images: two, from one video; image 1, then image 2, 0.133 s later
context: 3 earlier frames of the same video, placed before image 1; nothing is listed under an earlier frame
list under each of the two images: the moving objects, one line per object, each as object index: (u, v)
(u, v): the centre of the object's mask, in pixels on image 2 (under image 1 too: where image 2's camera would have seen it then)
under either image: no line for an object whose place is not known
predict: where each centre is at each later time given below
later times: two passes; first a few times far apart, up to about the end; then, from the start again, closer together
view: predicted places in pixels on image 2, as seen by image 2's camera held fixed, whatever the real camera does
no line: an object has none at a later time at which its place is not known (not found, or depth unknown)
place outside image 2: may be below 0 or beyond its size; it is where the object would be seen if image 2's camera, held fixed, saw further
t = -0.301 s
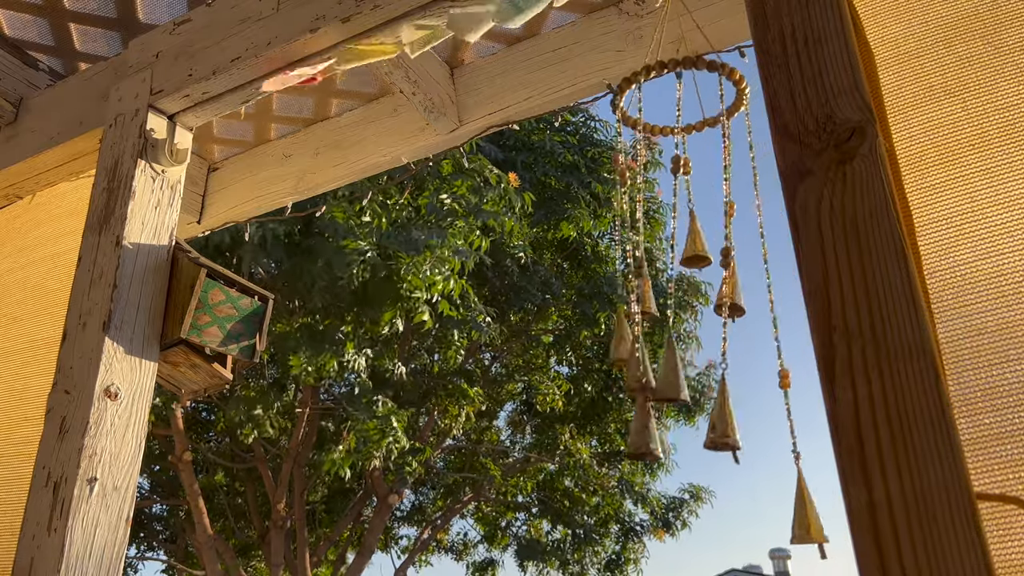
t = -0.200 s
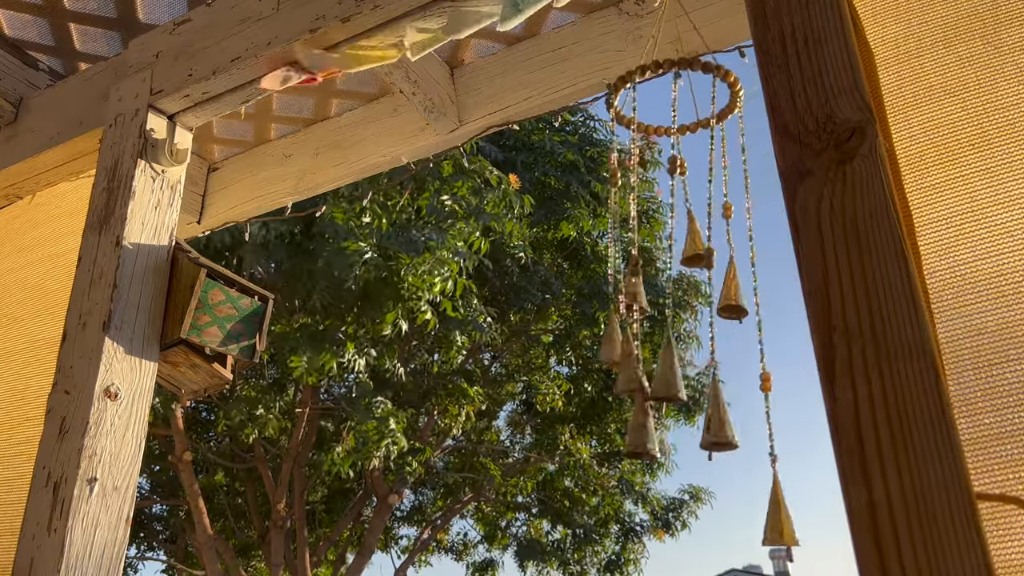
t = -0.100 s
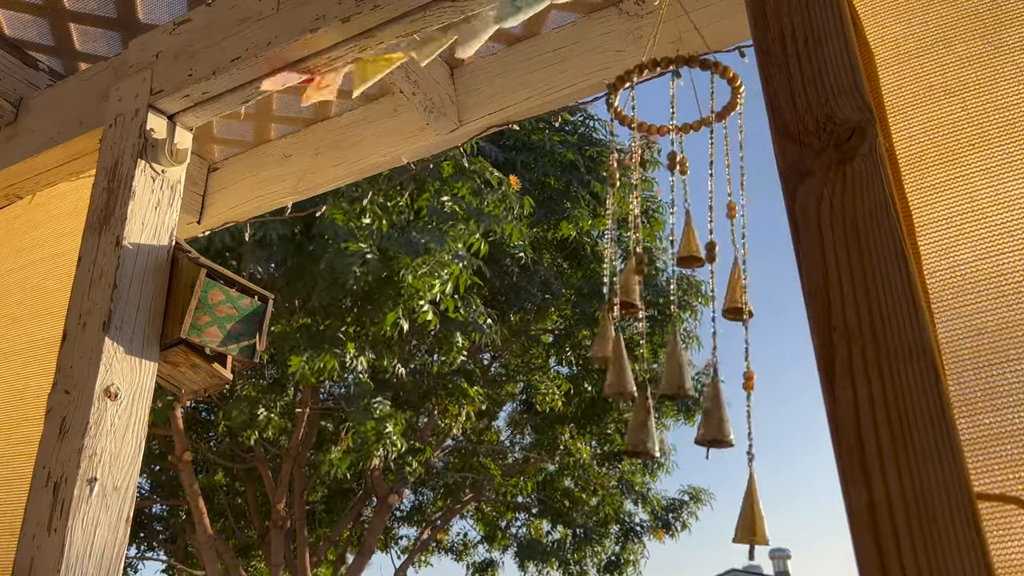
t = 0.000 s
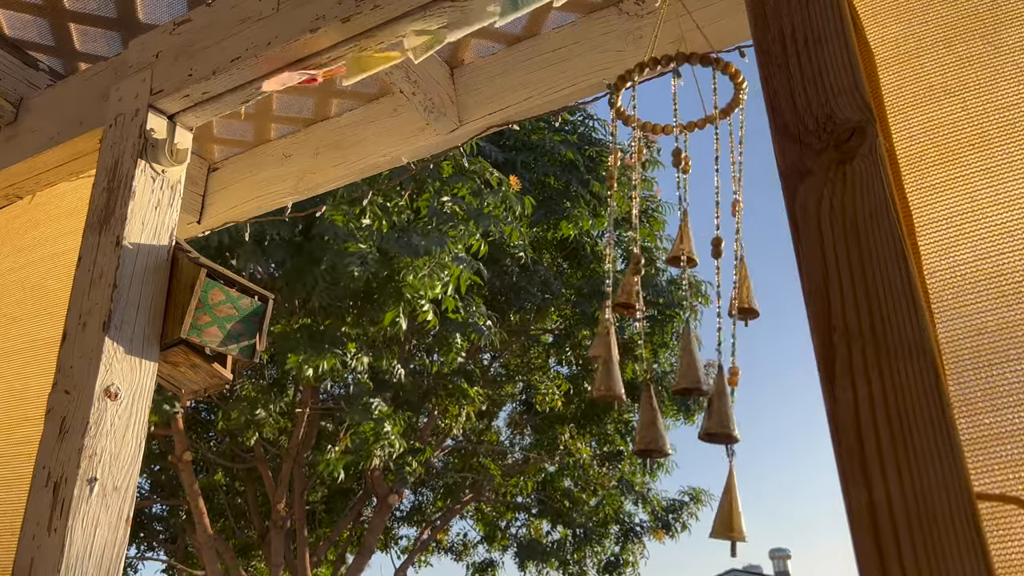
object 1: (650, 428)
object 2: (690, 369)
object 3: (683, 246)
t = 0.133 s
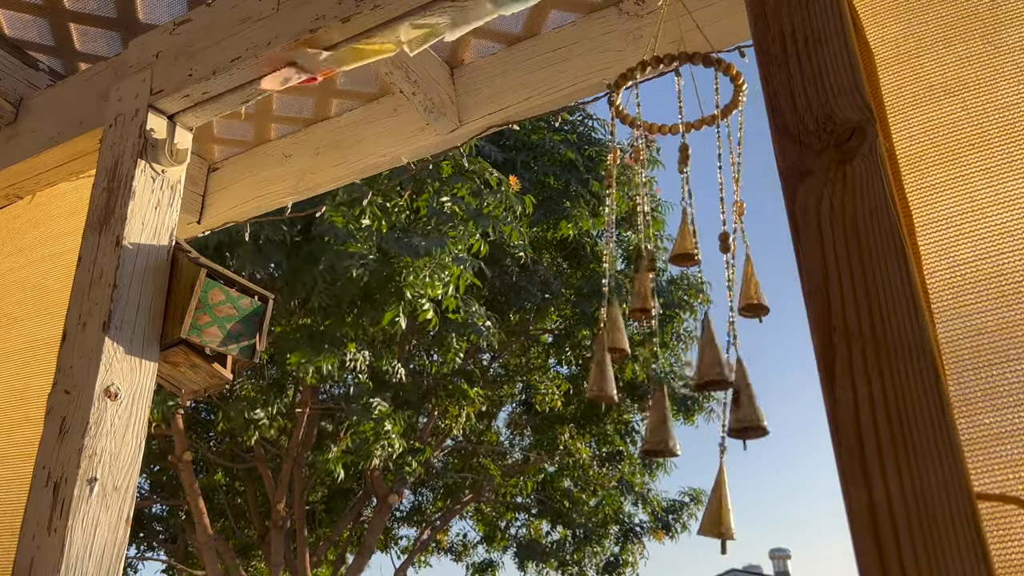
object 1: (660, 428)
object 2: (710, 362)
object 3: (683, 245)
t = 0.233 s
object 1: (669, 425)
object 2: (728, 358)
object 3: (690, 244)
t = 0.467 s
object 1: (684, 425)
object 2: (758, 356)
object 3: (704, 244)
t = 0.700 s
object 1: (689, 425)
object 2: (739, 367)
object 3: (715, 243)
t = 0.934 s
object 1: (685, 429)
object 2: (710, 371)
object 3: (696, 248)
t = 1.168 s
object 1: (672, 424)
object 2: (720, 371)
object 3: (695, 245)
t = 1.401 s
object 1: (674, 432)
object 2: (737, 364)
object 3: (705, 243)
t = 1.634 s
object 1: (676, 430)
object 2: (731, 362)
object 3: (704, 242)
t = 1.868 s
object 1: (684, 424)
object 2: (716, 363)
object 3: (719, 240)
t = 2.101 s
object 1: (690, 426)
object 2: (713, 365)
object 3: (735, 239)
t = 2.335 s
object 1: (692, 433)
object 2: (731, 365)
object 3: (742, 234)
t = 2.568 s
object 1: (682, 438)
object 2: (737, 367)
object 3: (728, 239)
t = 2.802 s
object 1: (657, 439)
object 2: (706, 370)
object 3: (721, 241)
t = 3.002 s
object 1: (645, 434)
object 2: (679, 369)
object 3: (726, 243)
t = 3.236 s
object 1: (655, 429)
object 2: (681, 365)
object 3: (733, 233)
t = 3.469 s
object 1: (687, 426)
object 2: (723, 358)
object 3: (736, 234)
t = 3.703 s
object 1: (706, 434)
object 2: (754, 358)
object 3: (751, 234)
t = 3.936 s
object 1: (703, 439)
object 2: (740, 369)
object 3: (746, 235)
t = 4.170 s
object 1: (680, 440)
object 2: (702, 374)
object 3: (729, 238)
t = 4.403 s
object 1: (662, 431)
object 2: (693, 369)
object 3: (727, 236)
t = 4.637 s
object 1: (665, 424)
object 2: (717, 357)
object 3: (730, 237)
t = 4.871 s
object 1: (691, 431)
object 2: (744, 358)
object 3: (738, 236)
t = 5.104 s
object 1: (714, 441)
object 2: (741, 371)
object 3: (743, 239)
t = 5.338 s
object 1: (711, 445)
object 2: (723, 380)
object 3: (747, 236)
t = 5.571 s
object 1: (681, 442)
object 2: (710, 375)
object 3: (749, 239)
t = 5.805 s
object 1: (647, 438)
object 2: (694, 366)
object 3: (744, 235)
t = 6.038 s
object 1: (648, 434)
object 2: (686, 360)
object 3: (757, 230)
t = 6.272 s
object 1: (681, 440)
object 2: (692, 370)
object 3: (764, 222)
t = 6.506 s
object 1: (707, 443)
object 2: (705, 374)
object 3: (772, 222)
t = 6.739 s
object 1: (695, 446)
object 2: (704, 370)
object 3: (769, 225)
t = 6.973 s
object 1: (662, 443)
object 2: (693, 372)
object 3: (762, 228)
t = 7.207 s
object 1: (645, 436)
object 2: (678, 368)
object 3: (750, 227)
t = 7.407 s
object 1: (654, 433)
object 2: (676, 363)
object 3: (751, 227)
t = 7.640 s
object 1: (682, 426)
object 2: (693, 357)
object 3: (759, 223)
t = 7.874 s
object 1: (696, 429)
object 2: (710, 354)
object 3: (763, 224)
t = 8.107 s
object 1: (683, 436)
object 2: (707, 358)
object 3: (762, 226)
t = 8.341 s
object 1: (665, 441)
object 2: (690, 368)
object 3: (758, 228)
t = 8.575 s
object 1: (661, 441)
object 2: (677, 373)
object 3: (760, 225)
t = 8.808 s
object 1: (673, 442)
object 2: (685, 371)
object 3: (762, 224)
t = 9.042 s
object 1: (690, 436)
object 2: (708, 361)
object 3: (763, 226)
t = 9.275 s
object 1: (692, 435)
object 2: (720, 362)
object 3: (760, 227)
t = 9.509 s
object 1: (681, 437)
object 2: (709, 367)
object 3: (755, 229)
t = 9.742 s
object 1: (673, 437)
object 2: (698, 371)
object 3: (749, 233)
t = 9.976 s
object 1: (677, 435)
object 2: (707, 368)
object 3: (738, 243)
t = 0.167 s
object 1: (663, 428)
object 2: (717, 360)
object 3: (686, 245)
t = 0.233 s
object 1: (669, 425)
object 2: (728, 358)
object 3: (690, 244)
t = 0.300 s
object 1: (677, 427)
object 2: (739, 355)
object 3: (693, 244)
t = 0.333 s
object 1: (678, 426)
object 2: (745, 354)
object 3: (694, 244)
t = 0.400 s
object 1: (680, 425)
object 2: (753, 354)
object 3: (698, 244)
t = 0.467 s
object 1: (684, 425)
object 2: (758, 356)
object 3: (704, 244)
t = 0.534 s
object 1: (687, 424)
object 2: (758, 358)
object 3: (711, 243)
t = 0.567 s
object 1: (687, 424)
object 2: (757, 360)
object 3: (714, 243)
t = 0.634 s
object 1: (688, 424)
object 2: (750, 363)
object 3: (715, 241)
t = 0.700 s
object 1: (689, 425)
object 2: (739, 367)
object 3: (715, 243)
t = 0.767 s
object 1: (691, 426)
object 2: (726, 368)
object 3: (709, 244)
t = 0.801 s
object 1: (691, 426)
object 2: (719, 369)
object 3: (705, 244)
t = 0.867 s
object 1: (689, 428)
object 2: (711, 370)
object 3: (699, 244)
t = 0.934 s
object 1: (685, 429)
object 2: (710, 371)
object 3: (696, 248)
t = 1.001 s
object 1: (681, 429)
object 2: (710, 373)
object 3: (695, 245)
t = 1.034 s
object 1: (680, 429)
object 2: (710, 373)
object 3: (692, 245)
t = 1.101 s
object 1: (677, 430)
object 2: (714, 372)
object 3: (693, 244)
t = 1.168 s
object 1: (672, 424)
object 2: (720, 371)
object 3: (695, 245)
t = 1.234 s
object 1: (670, 431)
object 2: (725, 369)
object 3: (698, 245)
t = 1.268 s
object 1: (670, 431)
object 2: (728, 368)
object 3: (700, 245)
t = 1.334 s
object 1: (672, 432)
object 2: (733, 366)
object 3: (705, 245)
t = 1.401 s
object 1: (674, 432)
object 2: (737, 364)
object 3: (705, 243)
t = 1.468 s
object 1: (675, 431)
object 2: (740, 363)
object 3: (708, 246)
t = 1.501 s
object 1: (675, 431)
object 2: (741, 363)
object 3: (709, 247)
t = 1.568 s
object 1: (676, 431)
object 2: (737, 362)
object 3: (707, 245)
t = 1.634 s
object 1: (676, 430)
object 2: (731, 362)
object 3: (704, 242)
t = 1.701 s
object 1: (677, 428)
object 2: (726, 362)
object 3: (708, 245)
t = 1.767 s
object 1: (679, 428)
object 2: (721, 362)
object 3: (712, 241)
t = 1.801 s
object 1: (681, 427)
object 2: (719, 362)
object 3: (714, 240)
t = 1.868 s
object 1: (684, 424)
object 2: (716, 363)
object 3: (719, 240)
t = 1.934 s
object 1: (686, 426)
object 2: (713, 364)
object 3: (723, 240)
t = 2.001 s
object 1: (686, 425)
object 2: (712, 364)
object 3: (727, 240)
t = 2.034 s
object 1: (687, 425)
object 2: (712, 364)
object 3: (729, 239)
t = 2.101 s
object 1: (690, 426)
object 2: (713, 365)
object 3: (735, 239)
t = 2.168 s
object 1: (692, 429)
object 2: (716, 365)
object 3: (738, 237)
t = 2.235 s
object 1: (692, 429)
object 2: (722, 366)
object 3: (741, 235)
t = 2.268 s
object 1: (692, 430)
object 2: (725, 365)
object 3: (742, 234)
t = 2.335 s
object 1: (692, 433)
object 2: (731, 365)
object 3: (742, 234)
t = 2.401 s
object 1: (692, 435)
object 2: (735, 366)
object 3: (739, 236)
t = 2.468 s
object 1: (689, 438)
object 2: (738, 366)
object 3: (733, 237)
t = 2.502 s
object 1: (687, 439)
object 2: (738, 366)
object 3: (731, 237)
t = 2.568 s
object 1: (682, 438)
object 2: (737, 367)
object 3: (728, 239)
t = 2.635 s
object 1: (677, 440)
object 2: (731, 368)
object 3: (726, 240)
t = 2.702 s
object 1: (670, 438)
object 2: (722, 369)
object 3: (724, 241)
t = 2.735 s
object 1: (666, 439)
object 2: (718, 369)
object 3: (723, 241)
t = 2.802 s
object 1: (657, 439)
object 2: (706, 370)
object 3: (721, 241)
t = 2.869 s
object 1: (651, 438)
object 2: (695, 370)
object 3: (719, 241)
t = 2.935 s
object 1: (647, 438)
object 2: (686, 369)
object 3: (717, 241)
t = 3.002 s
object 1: (645, 434)
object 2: (679, 369)
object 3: (726, 243)
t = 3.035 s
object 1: (645, 433)
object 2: (677, 369)
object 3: (729, 237)
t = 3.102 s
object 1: (646, 431)
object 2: (676, 368)
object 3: (730, 236)
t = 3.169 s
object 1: (650, 431)
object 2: (677, 364)
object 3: (731, 234)
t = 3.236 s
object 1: (655, 429)
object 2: (681, 365)
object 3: (733, 233)
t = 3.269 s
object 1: (658, 428)
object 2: (684, 364)
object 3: (733, 237)
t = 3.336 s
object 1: (666, 430)
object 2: (695, 361)
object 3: (724, 237)
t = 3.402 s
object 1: (676, 425)
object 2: (708, 360)
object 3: (729, 236)
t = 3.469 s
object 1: (687, 426)
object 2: (723, 358)
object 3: (736, 234)
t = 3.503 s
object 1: (692, 426)
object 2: (730, 357)
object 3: (739, 234)
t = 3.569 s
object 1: (699, 429)
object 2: (742, 356)
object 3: (744, 233)
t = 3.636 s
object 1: (704, 432)
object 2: (751, 356)
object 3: (749, 234)
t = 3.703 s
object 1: (706, 434)
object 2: (754, 358)
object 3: (751, 234)
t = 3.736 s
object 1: (707, 436)
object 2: (754, 359)
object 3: (751, 234)
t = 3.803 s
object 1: (707, 439)
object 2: (752, 362)
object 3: (749, 236)
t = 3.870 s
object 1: (706, 439)
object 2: (747, 365)
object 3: (750, 234)
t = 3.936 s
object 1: (703, 439)
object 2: (740, 369)
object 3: (746, 235)
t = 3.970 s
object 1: (701, 441)
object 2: (735, 371)
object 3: (743, 235)
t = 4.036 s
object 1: (694, 442)
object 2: (722, 374)
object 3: (736, 239)
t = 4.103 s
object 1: (686, 441)
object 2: (712, 375)
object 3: (732, 237)
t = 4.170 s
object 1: (680, 440)
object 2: (702, 374)
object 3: (729, 238)
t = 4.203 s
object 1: (678, 437)
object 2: (699, 374)
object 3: (728, 239)
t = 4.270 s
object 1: (672, 438)
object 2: (692, 371)
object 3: (727, 238)
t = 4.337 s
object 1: (667, 434)
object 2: (690, 370)
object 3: (726, 237)
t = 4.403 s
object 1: (662, 431)
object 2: (693, 369)
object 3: (727, 236)
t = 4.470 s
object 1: (660, 430)
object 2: (696, 365)
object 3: (728, 237)
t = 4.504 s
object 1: (660, 428)
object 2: (698, 364)
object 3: (728, 237)
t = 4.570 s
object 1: (661, 426)
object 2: (706, 361)
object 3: (728, 236)
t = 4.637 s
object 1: (665, 424)
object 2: (717, 357)
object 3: (730, 237)
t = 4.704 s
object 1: (671, 423)
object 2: (727, 355)
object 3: (734, 236)
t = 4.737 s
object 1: (676, 424)
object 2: (731, 355)
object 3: (735, 236)
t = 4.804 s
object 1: (684, 430)
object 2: (738, 356)
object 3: (737, 236)
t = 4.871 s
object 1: (691, 431)
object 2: (744, 358)
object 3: (738, 236)
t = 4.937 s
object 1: (699, 433)
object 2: (746, 362)
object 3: (739, 237)
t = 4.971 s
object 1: (703, 438)
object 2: (746, 364)
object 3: (739, 238)
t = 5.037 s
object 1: (710, 440)
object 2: (743, 368)
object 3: (740, 238)
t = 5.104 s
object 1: (714, 441)
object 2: (741, 371)
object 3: (743, 239)
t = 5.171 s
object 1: (716, 443)
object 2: (737, 374)
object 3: (746, 238)
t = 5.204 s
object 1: (716, 444)
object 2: (734, 376)
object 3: (747, 238)
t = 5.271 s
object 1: (715, 444)
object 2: (728, 379)
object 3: (748, 237)
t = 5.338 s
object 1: (711, 445)
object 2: (723, 380)
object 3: (747, 236)
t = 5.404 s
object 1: (703, 445)
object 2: (718, 380)
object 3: (744, 236)
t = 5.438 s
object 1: (698, 444)
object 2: (716, 379)
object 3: (743, 236)
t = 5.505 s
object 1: (690, 442)
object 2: (713, 378)
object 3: (745, 237)
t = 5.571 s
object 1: (681, 442)
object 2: (710, 375)
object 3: (749, 239)
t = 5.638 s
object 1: (671, 440)
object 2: (707, 373)
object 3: (747, 234)
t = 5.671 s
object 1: (666, 439)
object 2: (705, 372)
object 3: (746, 235)
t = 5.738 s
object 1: (655, 439)
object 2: (700, 367)
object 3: (744, 234)
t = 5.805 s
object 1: (647, 438)
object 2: (694, 366)
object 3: (744, 235)
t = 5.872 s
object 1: (644, 438)
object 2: (691, 364)
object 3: (746, 234)
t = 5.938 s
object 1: (643, 437)
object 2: (689, 363)
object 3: (751, 232)
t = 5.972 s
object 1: (644, 436)
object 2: (688, 363)
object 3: (753, 231)
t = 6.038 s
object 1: (648, 434)
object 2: (686, 360)
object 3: (757, 230)
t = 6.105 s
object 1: (657, 437)
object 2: (685, 364)
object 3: (760, 227)
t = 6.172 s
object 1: (666, 436)
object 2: (689, 367)
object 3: (761, 225)
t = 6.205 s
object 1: (670, 439)
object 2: (688, 367)
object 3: (762, 224)
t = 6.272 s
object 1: (681, 440)
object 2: (692, 370)
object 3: (764, 222)
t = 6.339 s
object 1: (692, 441)
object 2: (696, 372)
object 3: (767, 221)
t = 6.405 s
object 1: (701, 441)
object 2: (700, 373)
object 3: (771, 222)
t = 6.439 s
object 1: (704, 442)
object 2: (702, 374)
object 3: (772, 222)
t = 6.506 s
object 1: (707, 443)
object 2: (705, 374)
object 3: (772, 222)
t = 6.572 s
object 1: (707, 444)
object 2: (707, 374)
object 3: (772, 224)
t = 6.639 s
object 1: (704, 445)
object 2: (706, 371)
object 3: (768, 224)
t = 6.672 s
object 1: (702, 446)
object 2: (705, 371)
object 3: (769, 223)
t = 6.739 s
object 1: (695, 446)
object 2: (704, 370)
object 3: (769, 225)
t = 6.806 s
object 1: (686, 444)
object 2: (702, 370)
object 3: (769, 226)
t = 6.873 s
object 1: (677, 444)
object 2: (700, 368)
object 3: (765, 227)
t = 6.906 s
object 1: (673, 444)
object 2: (698, 367)
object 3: (763, 227)
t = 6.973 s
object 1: (662, 443)
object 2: (693, 372)
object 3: (762, 228)
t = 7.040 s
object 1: (654, 444)
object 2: (688, 371)
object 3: (756, 228)
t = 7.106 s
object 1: (649, 442)
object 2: (683, 370)
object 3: (752, 227)
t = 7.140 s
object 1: (646, 438)
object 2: (681, 370)
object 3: (750, 227)
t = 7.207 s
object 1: (645, 436)
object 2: (678, 368)
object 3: (750, 227)
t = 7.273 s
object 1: (645, 434)
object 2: (677, 368)
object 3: (750, 227)
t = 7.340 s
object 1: (648, 433)
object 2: (677, 365)
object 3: (751, 227)
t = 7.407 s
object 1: (654, 433)
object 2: (676, 363)
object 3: (751, 227)
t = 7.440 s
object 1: (658, 432)
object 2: (677, 362)
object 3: (752, 226)
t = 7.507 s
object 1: (663, 429)
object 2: (681, 361)
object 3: (753, 225)
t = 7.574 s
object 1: (673, 427)
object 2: (687, 359)
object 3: (756, 224)
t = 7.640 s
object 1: (682, 426)
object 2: (693, 357)
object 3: (759, 223)
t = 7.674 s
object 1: (687, 426)
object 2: (692, 350)
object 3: (759, 223)
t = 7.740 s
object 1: (693, 426)
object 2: (698, 351)
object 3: (763, 225)
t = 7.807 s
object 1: (696, 427)
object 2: (708, 354)
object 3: (762, 223)
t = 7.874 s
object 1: (696, 429)
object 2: (710, 354)
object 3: (763, 224)
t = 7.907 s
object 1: (695, 430)
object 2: (711, 356)
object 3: (763, 224)
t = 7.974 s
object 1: (693, 433)
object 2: (712, 358)
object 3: (762, 224)
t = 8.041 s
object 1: (689, 435)
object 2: (712, 360)
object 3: (762, 224)
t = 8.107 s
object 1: (683, 436)
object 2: (707, 358)
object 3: (762, 226)
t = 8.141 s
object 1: (681, 438)
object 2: (705, 359)
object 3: (761, 226)
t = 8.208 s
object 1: (676, 438)
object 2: (701, 364)
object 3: (761, 228)
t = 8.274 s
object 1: (670, 440)
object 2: (695, 364)
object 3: (759, 228)
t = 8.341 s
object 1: (665, 441)
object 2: (690, 368)
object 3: (758, 228)
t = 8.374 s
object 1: (663, 443)
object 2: (688, 370)
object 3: (758, 228)
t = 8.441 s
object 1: (661, 442)
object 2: (681, 372)
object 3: (759, 227)
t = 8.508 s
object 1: (661, 441)
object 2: (678, 373)
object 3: (760, 226)
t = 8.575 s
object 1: (661, 441)
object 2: (677, 373)
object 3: (760, 225)
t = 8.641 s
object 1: (662, 442)
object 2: (677, 373)
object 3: (760, 225)
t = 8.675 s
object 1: (663, 440)
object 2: (678, 372)
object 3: (762, 225)
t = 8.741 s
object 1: (666, 435)
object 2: (680, 371)
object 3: (762, 224)
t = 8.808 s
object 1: (673, 442)
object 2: (685, 371)
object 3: (762, 224)
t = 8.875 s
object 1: (678, 439)
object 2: (692, 366)
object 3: (763, 225)
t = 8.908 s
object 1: (681, 438)
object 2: (696, 366)
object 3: (763, 225)
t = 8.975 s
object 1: (686, 437)
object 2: (702, 364)
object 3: (764, 225)
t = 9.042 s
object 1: (690, 436)
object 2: (708, 361)
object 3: (763, 226)
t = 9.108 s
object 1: (692, 435)
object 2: (710, 355)
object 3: (761, 227)
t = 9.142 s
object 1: (693, 436)
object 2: (716, 359)
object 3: (761, 227)
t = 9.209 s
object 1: (693, 434)
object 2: (720, 361)
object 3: (760, 227)
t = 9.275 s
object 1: (692, 435)
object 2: (720, 362)
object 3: (760, 227)
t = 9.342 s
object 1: (690, 431)
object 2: (719, 363)
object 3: (759, 227)
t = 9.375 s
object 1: (689, 435)
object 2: (718, 363)
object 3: (759, 228)
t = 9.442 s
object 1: (685, 435)
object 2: (714, 365)
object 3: (758, 228)
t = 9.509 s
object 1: (681, 437)
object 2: (709, 367)
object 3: (755, 229)
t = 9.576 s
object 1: (677, 437)
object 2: (704, 368)
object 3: (752, 230)
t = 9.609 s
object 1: (676, 436)
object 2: (702, 369)
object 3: (752, 230)
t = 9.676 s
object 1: (674, 436)
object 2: (699, 371)
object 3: (750, 231)
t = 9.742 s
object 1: (673, 437)
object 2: (698, 371)
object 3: (749, 233)
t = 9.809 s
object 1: (673, 437)
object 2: (698, 371)
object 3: (748, 234)
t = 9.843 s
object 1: (673, 436)
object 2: (699, 370)
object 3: (747, 234)
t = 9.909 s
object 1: (675, 438)
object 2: (702, 369)
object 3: (747, 233)
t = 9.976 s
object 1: (677, 435)
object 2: (707, 368)
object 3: (738, 243)
